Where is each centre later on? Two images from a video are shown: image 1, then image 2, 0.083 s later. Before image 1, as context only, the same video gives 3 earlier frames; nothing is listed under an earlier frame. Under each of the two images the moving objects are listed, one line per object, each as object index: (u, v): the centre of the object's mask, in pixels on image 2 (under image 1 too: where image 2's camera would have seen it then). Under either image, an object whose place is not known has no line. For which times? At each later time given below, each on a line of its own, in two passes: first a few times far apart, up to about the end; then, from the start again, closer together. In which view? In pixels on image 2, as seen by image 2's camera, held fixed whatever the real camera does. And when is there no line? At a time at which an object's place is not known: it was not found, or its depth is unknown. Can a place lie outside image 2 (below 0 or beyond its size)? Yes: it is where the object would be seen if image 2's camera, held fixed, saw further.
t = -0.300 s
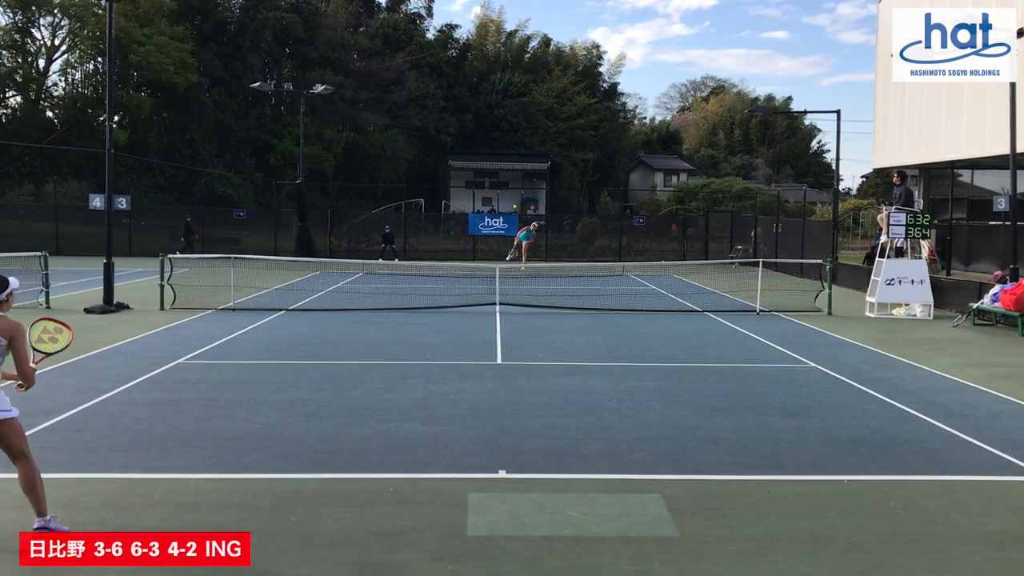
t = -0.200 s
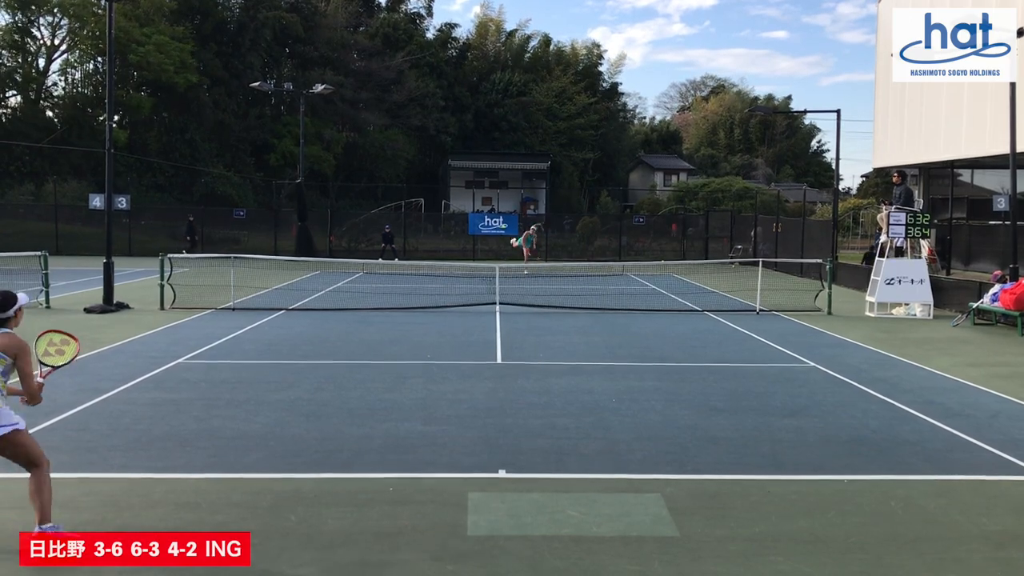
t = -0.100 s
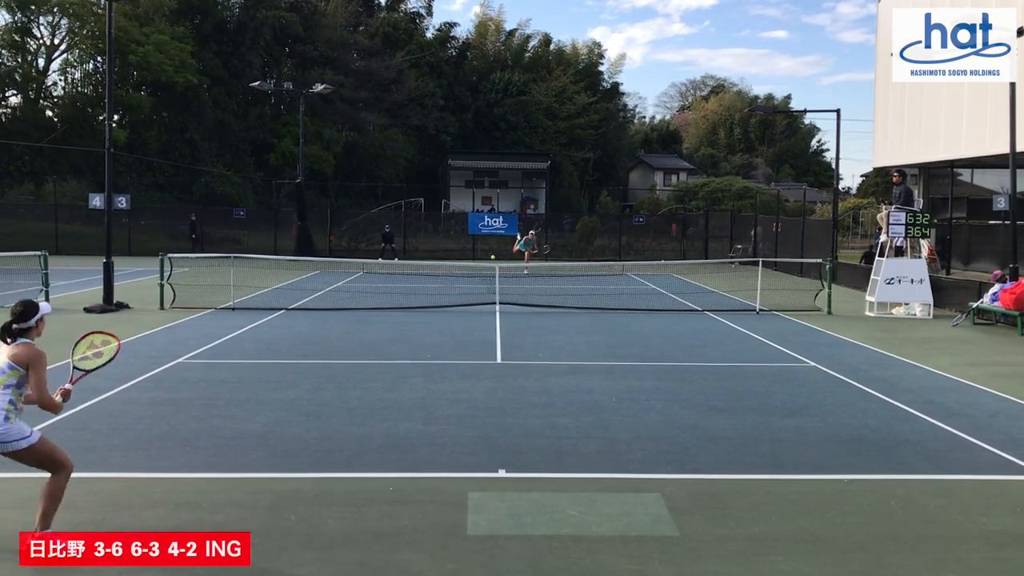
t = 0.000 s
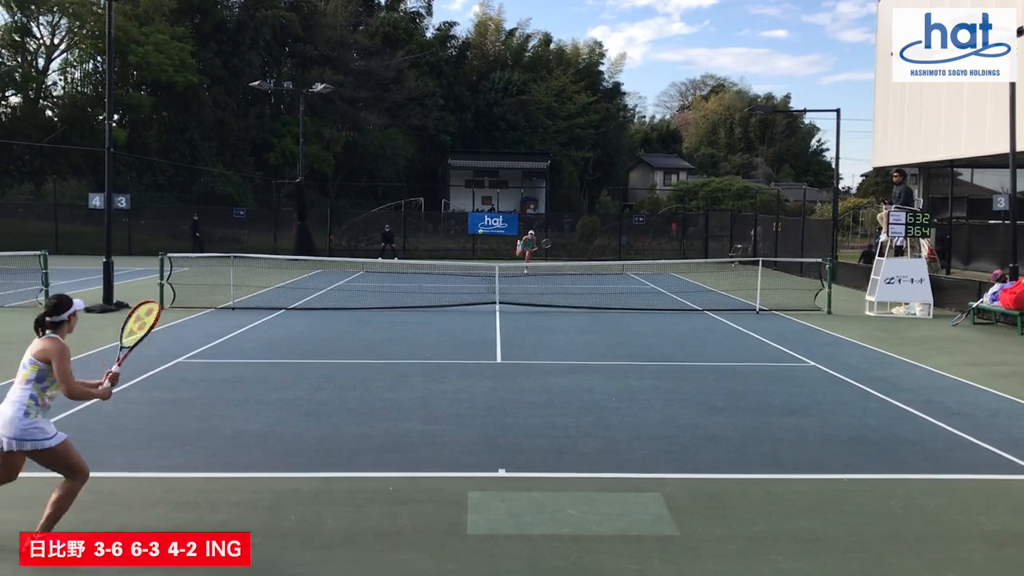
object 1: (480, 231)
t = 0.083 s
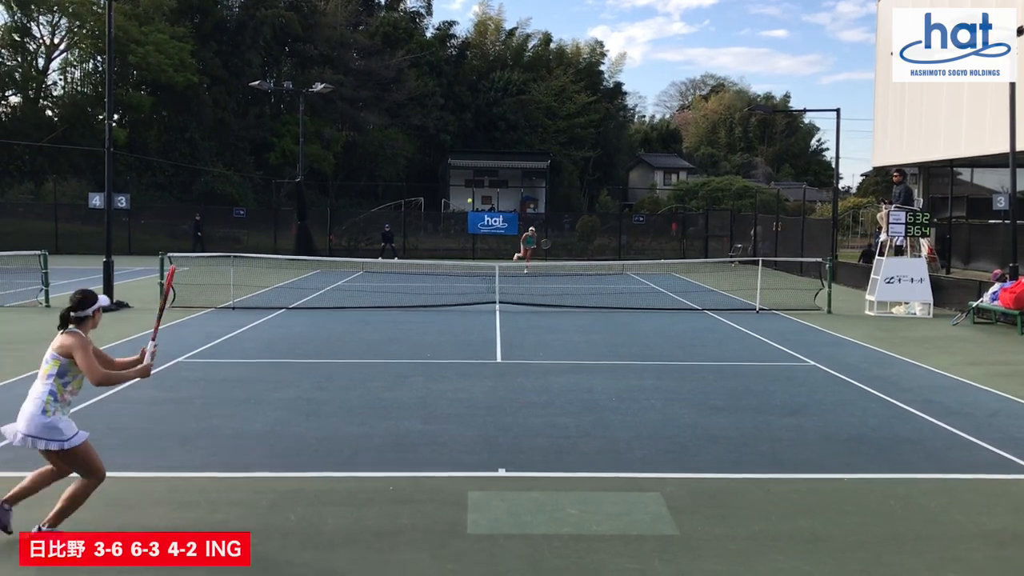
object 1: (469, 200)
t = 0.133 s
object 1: (463, 183)
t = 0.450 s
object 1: (416, 109)
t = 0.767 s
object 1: (363, 99)
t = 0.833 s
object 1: (351, 107)
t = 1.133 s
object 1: (294, 197)
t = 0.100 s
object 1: (467, 195)
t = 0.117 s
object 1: (464, 189)
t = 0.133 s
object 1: (463, 183)
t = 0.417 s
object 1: (421, 114)
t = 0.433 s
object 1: (419, 111)
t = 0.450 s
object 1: (416, 109)
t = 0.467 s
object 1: (414, 107)
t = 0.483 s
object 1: (411, 104)
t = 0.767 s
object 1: (363, 99)
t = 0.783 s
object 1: (360, 101)
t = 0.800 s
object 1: (357, 103)
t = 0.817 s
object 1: (354, 105)
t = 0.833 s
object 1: (351, 107)
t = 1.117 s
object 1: (297, 190)
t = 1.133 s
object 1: (294, 197)
